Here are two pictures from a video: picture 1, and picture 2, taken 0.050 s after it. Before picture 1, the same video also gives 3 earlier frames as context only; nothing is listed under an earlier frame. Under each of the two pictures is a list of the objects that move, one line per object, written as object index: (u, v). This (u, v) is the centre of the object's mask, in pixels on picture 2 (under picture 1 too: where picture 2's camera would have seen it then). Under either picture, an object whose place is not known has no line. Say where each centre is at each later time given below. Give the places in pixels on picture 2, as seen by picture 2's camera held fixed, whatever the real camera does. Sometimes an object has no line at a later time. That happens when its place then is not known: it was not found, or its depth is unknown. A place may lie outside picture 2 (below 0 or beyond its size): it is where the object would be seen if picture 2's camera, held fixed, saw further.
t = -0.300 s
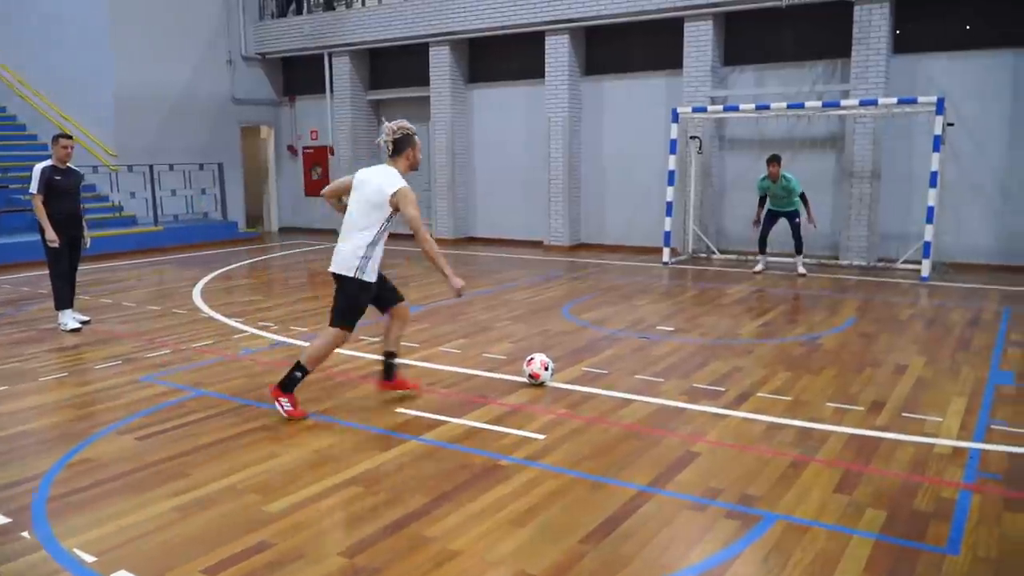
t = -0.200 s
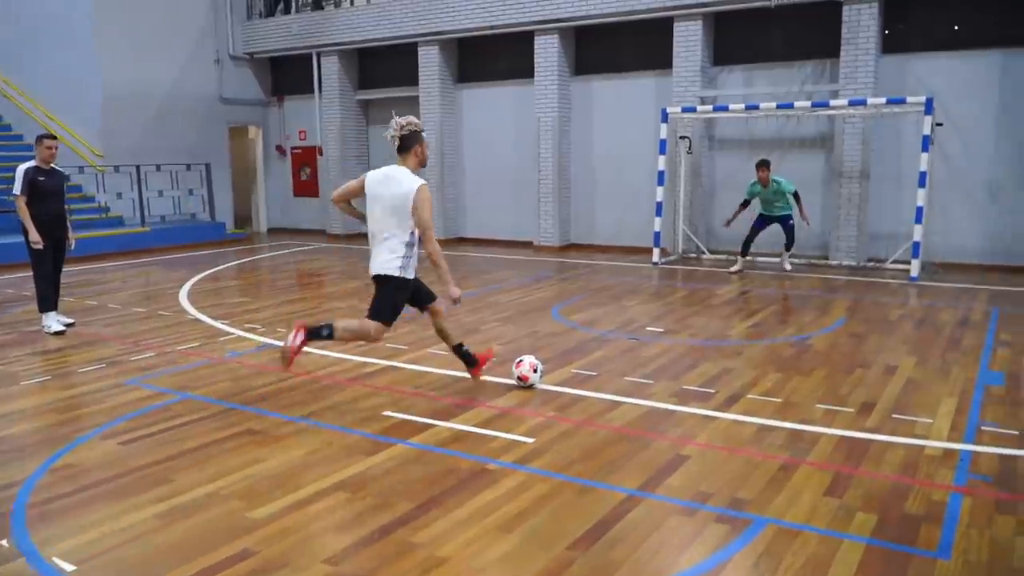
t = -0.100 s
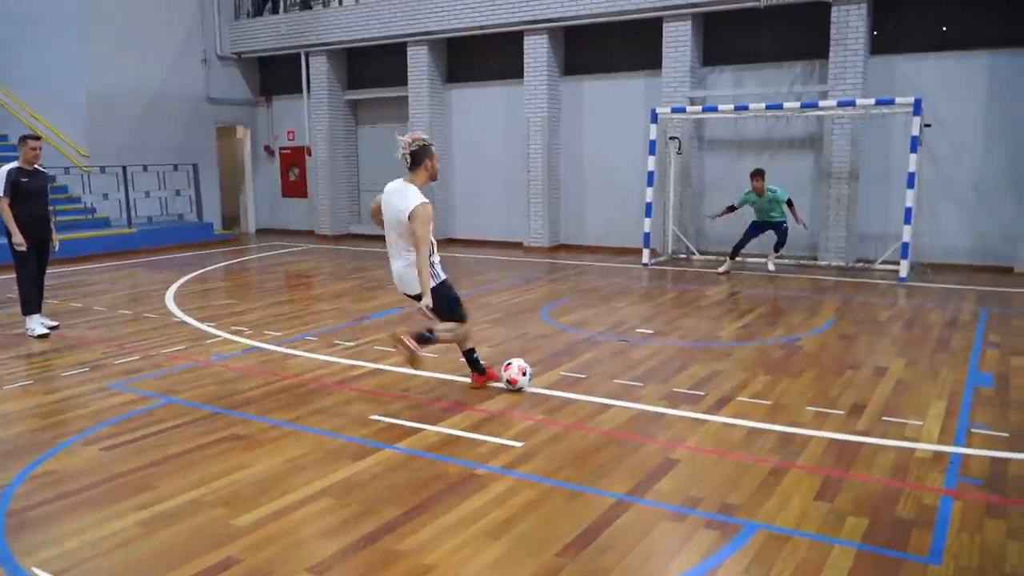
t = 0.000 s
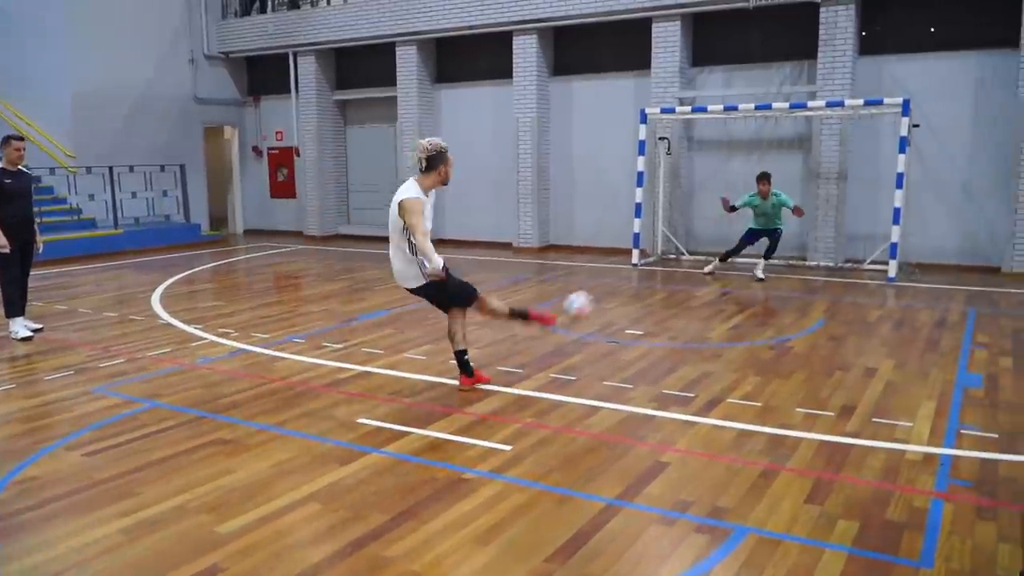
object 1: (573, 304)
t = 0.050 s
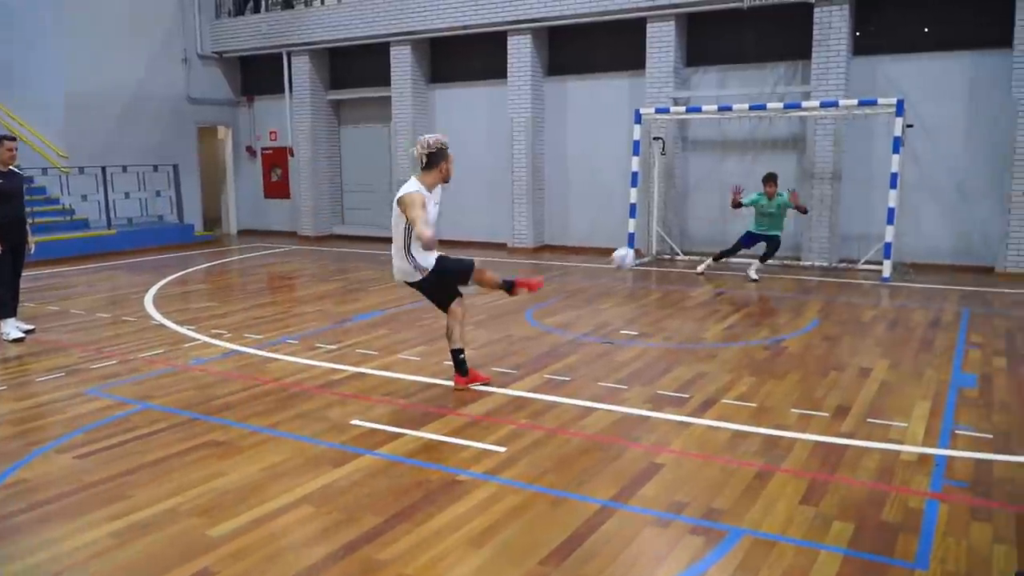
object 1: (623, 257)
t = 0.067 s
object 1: (636, 245)
